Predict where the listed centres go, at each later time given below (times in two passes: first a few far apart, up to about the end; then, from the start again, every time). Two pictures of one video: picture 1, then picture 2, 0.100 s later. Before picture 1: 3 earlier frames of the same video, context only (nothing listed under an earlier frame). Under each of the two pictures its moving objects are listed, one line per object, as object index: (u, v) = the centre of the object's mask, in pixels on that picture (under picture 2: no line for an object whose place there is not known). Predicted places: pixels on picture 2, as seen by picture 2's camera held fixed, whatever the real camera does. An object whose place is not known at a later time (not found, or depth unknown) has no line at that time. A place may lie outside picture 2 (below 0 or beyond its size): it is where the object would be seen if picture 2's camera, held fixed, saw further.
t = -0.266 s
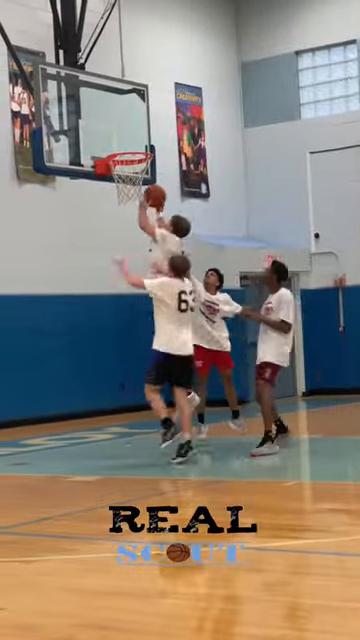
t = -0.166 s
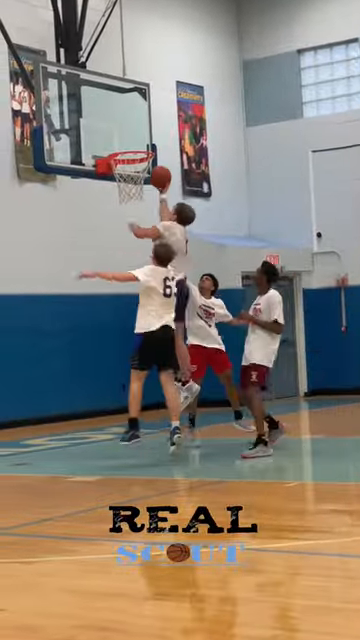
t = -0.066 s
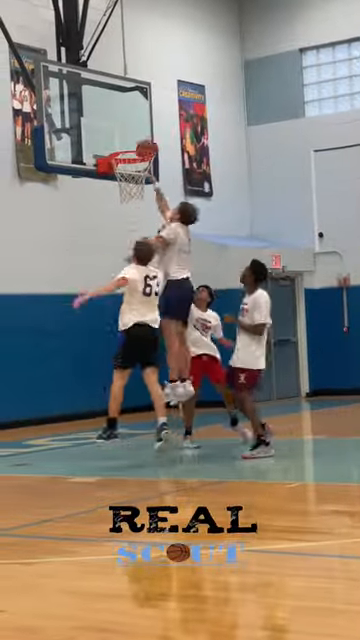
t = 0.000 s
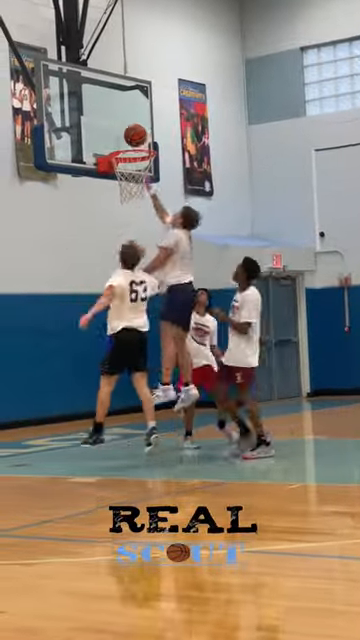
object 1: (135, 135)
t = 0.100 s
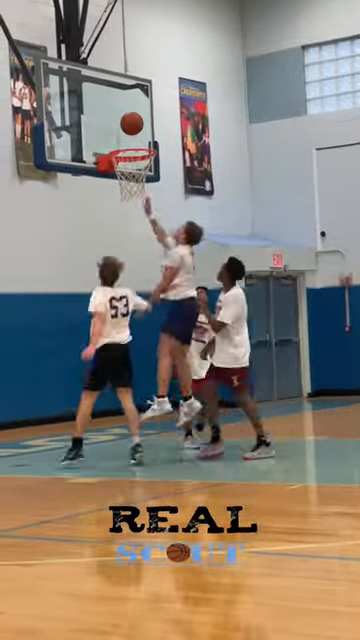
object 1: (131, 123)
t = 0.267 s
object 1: (135, 127)
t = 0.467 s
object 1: (136, 166)
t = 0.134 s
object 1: (132, 122)
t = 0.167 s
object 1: (133, 121)
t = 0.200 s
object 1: (133, 122)
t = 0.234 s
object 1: (134, 124)
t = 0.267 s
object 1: (135, 127)
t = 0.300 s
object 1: (136, 131)
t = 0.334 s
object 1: (137, 136)
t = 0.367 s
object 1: (138, 141)
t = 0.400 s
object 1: (139, 149)
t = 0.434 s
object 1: (138, 157)
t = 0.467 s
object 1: (136, 166)
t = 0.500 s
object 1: (135, 175)
